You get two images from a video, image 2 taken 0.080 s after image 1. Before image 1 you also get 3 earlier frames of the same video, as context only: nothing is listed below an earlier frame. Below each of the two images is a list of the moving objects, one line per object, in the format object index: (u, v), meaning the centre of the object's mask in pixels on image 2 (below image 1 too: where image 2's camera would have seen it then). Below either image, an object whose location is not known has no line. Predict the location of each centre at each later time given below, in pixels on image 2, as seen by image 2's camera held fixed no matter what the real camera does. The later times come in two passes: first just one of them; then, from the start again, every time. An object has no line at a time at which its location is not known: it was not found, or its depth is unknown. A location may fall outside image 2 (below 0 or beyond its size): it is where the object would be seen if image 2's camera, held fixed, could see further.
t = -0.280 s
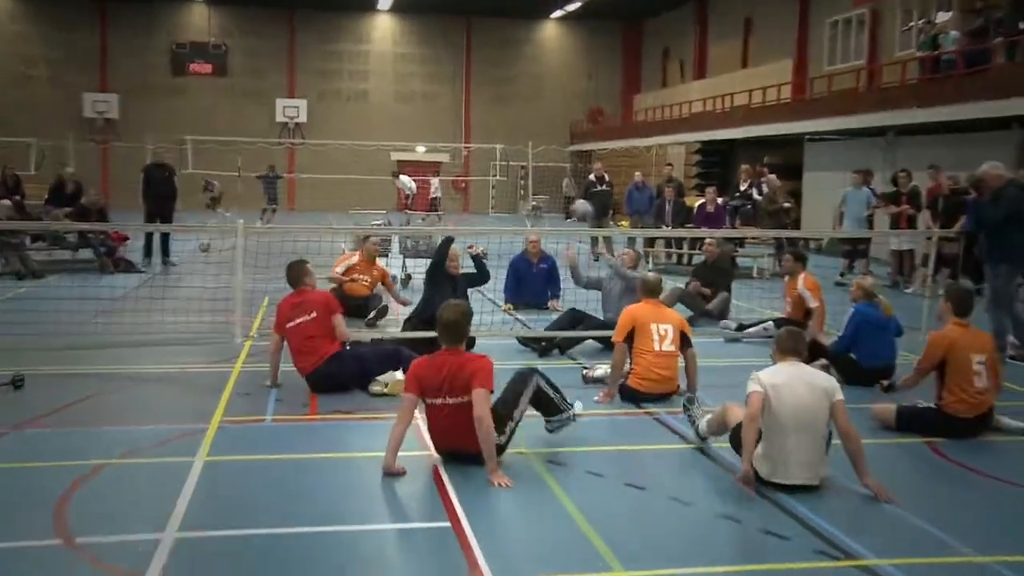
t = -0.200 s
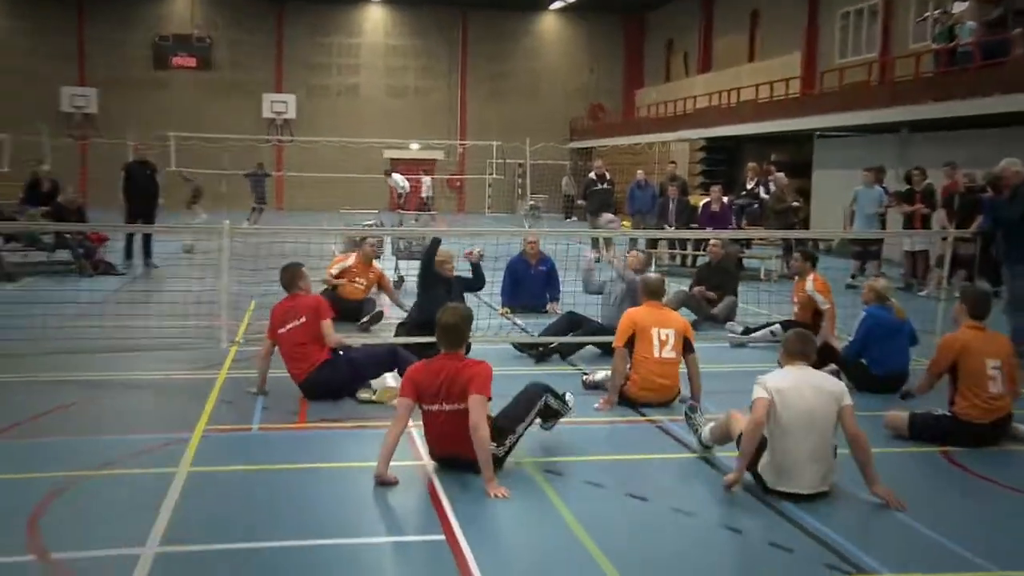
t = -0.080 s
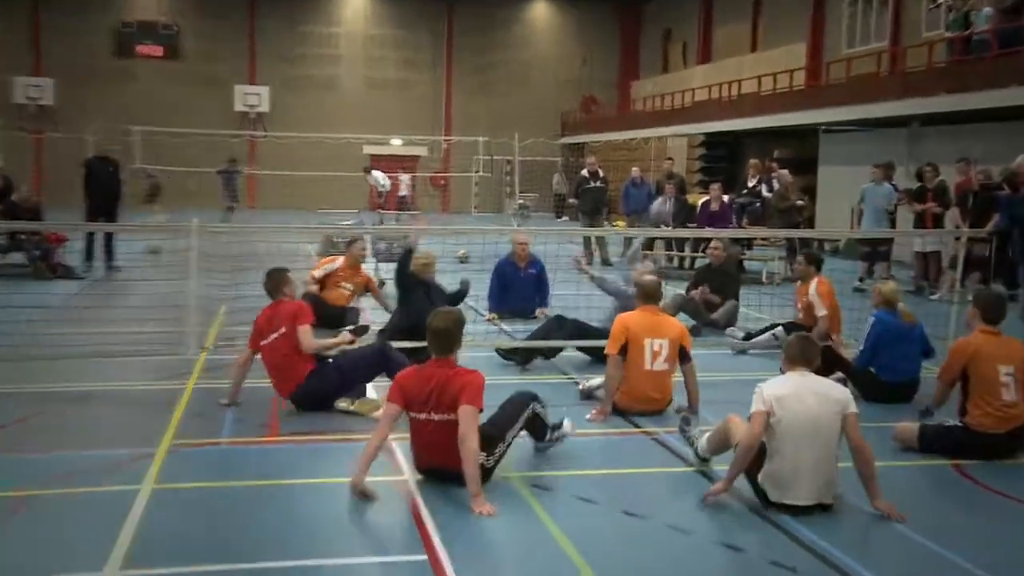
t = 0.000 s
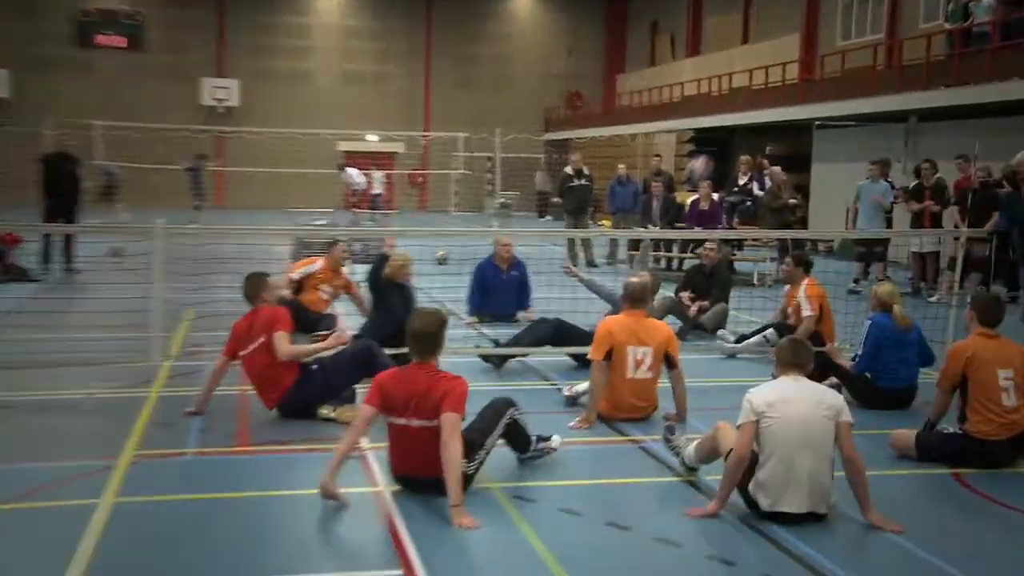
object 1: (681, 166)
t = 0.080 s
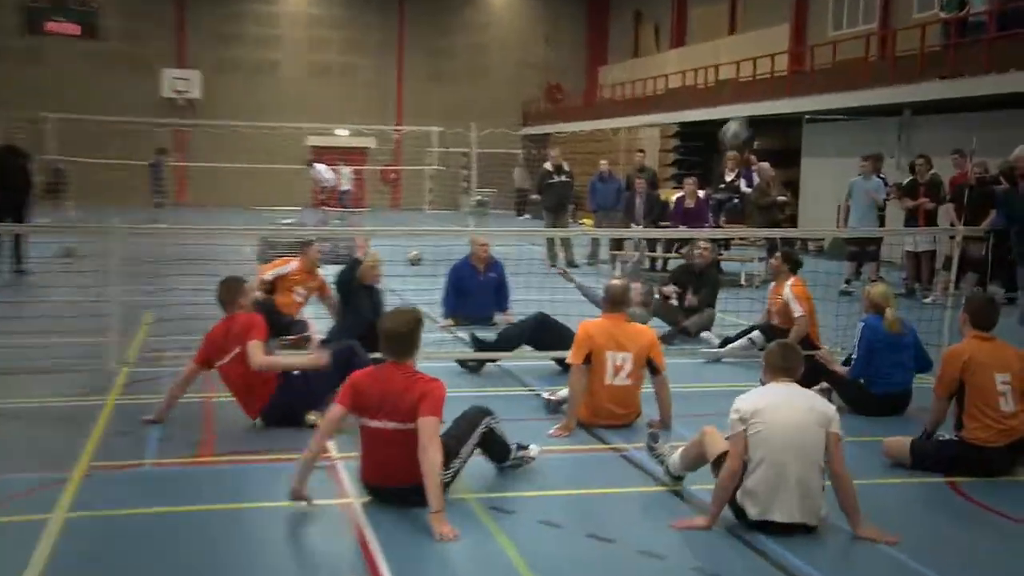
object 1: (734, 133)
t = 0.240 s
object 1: (842, 83)
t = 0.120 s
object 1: (760, 120)
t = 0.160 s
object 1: (788, 104)
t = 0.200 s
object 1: (815, 93)
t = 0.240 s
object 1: (842, 83)
